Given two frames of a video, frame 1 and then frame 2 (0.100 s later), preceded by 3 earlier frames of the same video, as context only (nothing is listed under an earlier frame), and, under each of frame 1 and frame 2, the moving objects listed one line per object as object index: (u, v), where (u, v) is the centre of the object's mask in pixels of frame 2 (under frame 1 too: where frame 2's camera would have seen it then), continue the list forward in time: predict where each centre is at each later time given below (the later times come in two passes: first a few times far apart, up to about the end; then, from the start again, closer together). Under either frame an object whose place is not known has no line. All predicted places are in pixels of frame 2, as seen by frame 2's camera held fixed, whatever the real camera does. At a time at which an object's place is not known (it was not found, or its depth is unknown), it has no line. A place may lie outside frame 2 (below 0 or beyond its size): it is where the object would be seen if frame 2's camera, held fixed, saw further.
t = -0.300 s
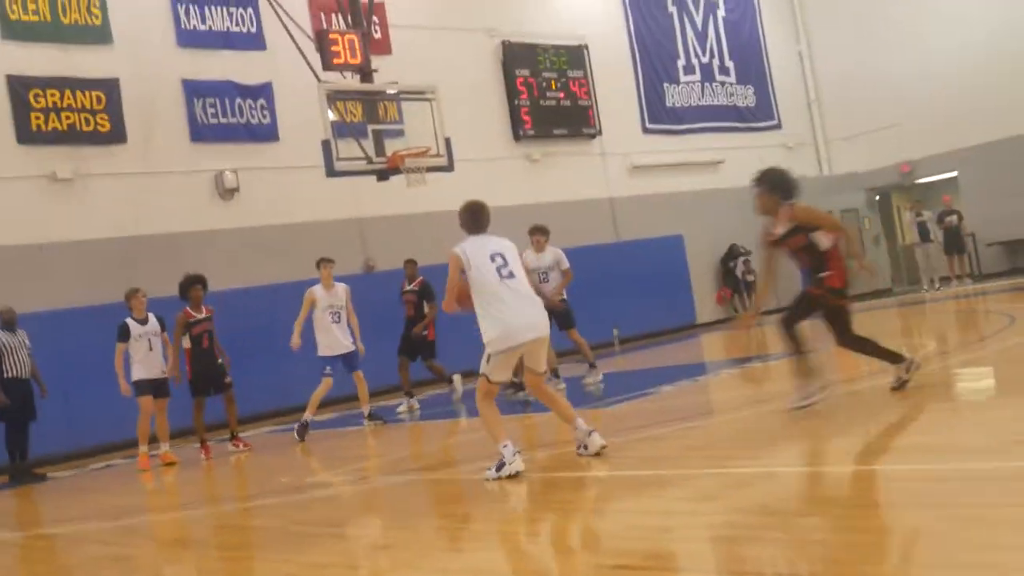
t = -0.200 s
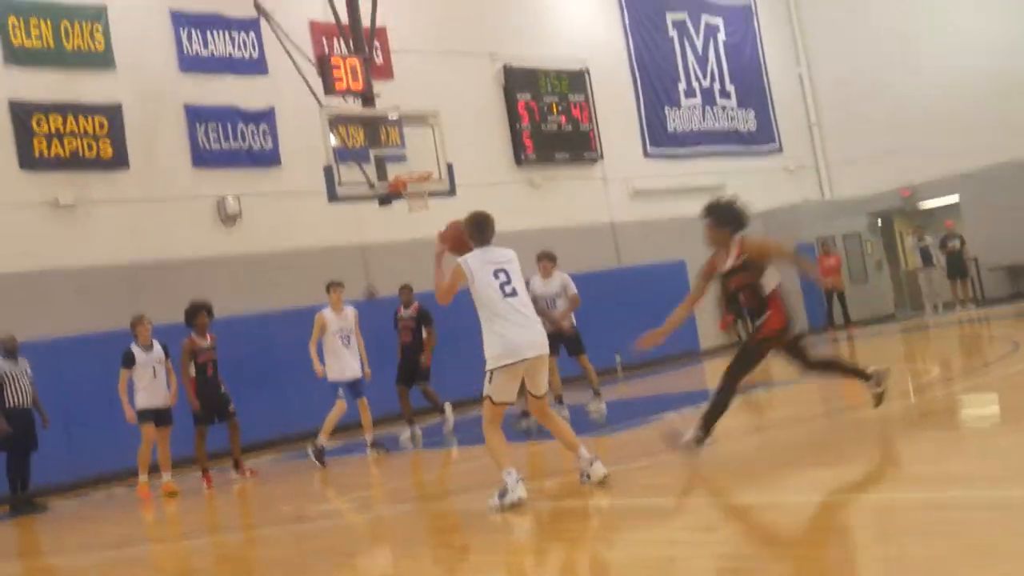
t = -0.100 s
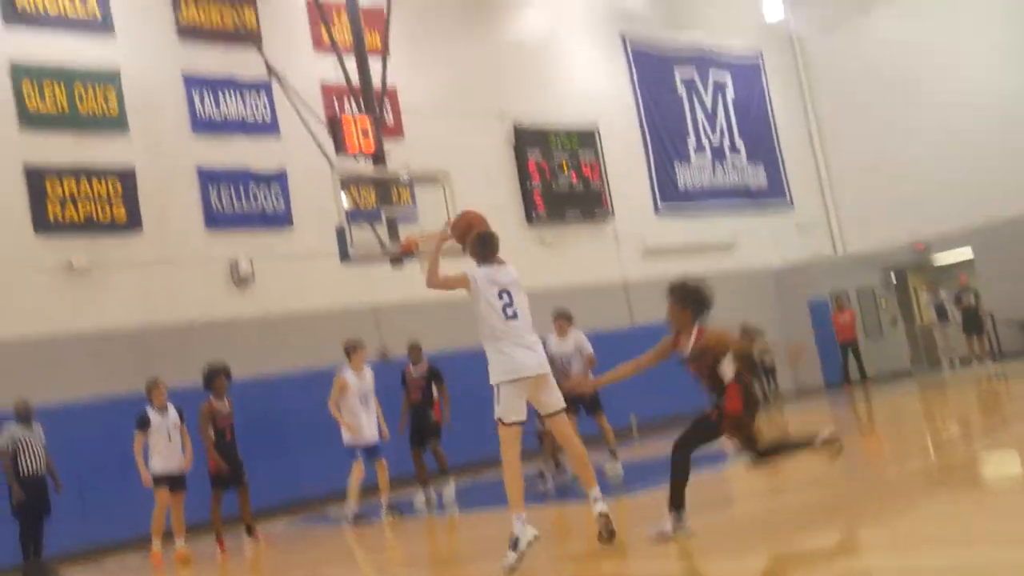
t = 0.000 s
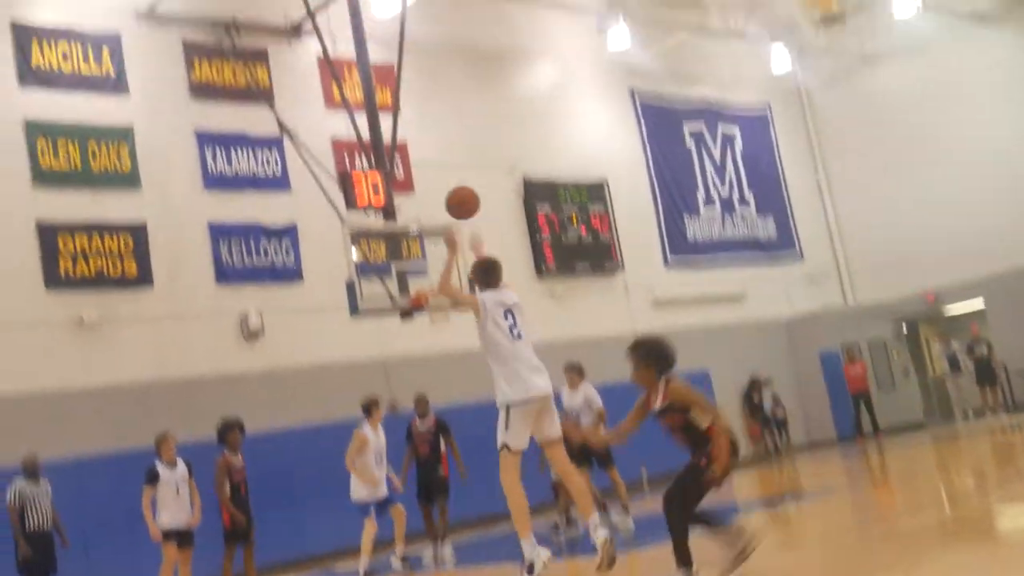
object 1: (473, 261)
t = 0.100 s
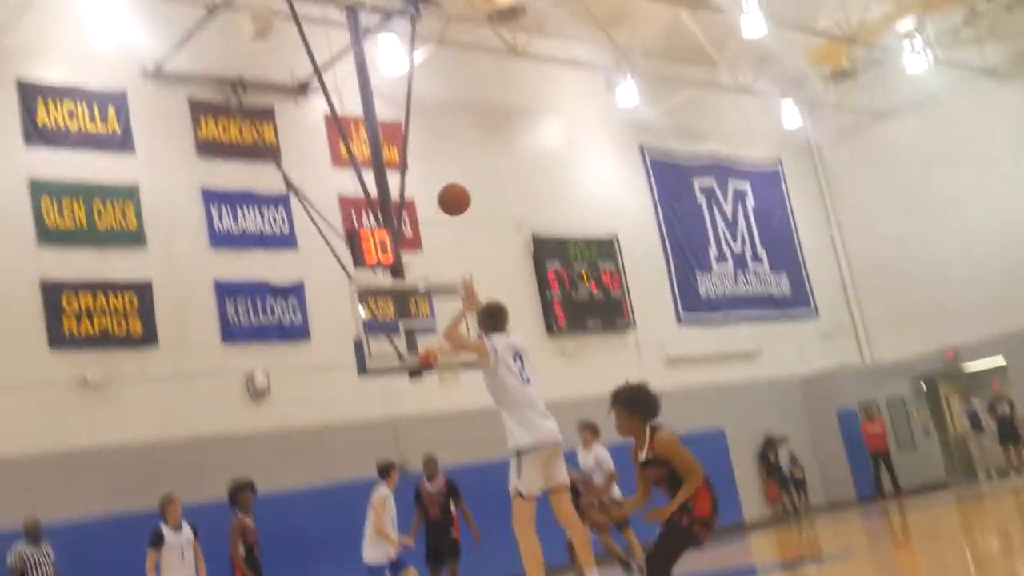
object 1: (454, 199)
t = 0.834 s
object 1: (423, 197)
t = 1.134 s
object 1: (437, 315)
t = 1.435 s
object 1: (453, 369)
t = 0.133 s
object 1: (449, 184)
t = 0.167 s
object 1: (445, 171)
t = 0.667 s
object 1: (421, 153)
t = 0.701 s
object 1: (421, 160)
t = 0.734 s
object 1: (422, 168)
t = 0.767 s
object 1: (422, 178)
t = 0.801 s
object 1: (423, 187)
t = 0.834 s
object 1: (423, 197)
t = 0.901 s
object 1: (426, 219)
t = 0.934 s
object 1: (427, 230)
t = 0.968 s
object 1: (428, 243)
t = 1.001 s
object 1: (429, 257)
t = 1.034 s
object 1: (431, 270)
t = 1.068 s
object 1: (433, 284)
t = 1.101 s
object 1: (435, 300)
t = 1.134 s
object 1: (437, 315)
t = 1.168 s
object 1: (438, 330)
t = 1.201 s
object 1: (441, 346)
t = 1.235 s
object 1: (446, 350)
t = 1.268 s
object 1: (451, 353)
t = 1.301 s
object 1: (452, 357)
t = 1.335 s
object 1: (452, 358)
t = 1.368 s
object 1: (454, 361)
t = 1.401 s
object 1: (454, 365)
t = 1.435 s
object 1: (453, 369)
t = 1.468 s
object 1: (452, 372)
